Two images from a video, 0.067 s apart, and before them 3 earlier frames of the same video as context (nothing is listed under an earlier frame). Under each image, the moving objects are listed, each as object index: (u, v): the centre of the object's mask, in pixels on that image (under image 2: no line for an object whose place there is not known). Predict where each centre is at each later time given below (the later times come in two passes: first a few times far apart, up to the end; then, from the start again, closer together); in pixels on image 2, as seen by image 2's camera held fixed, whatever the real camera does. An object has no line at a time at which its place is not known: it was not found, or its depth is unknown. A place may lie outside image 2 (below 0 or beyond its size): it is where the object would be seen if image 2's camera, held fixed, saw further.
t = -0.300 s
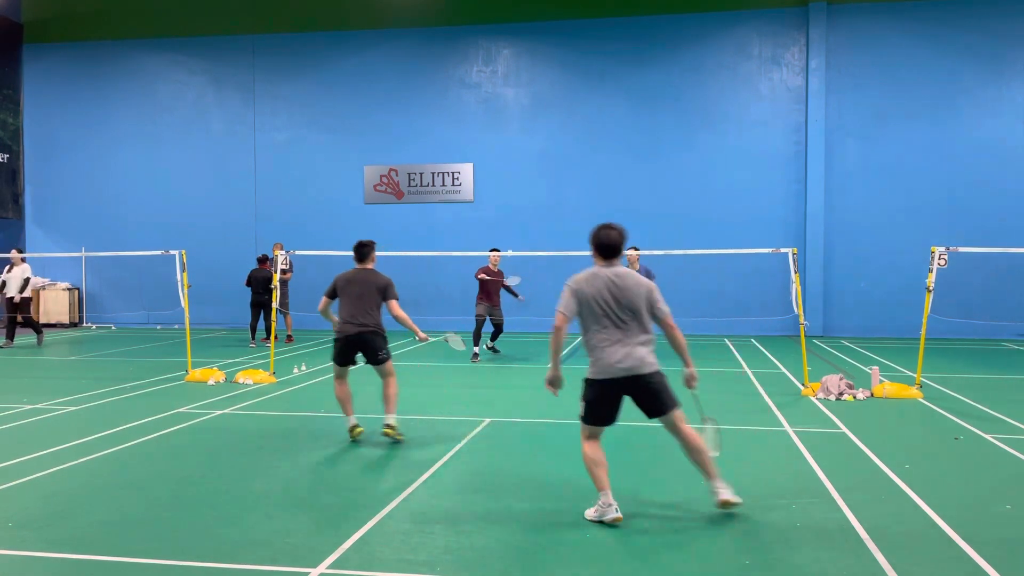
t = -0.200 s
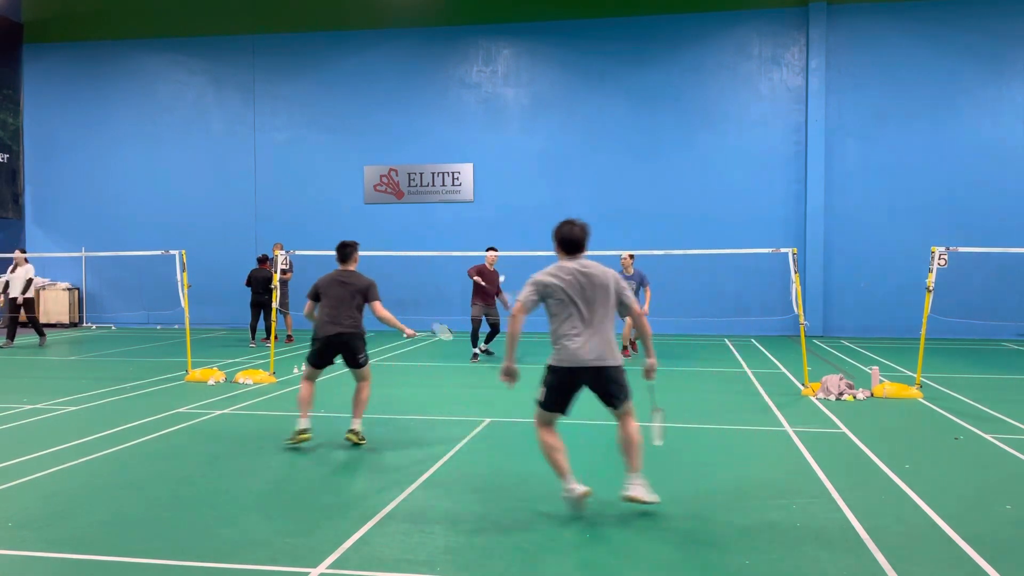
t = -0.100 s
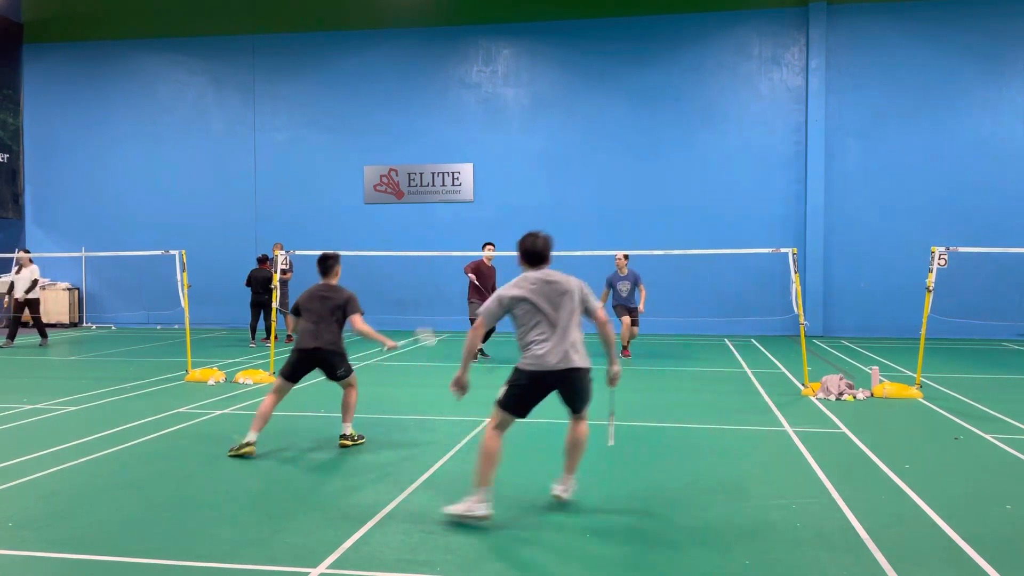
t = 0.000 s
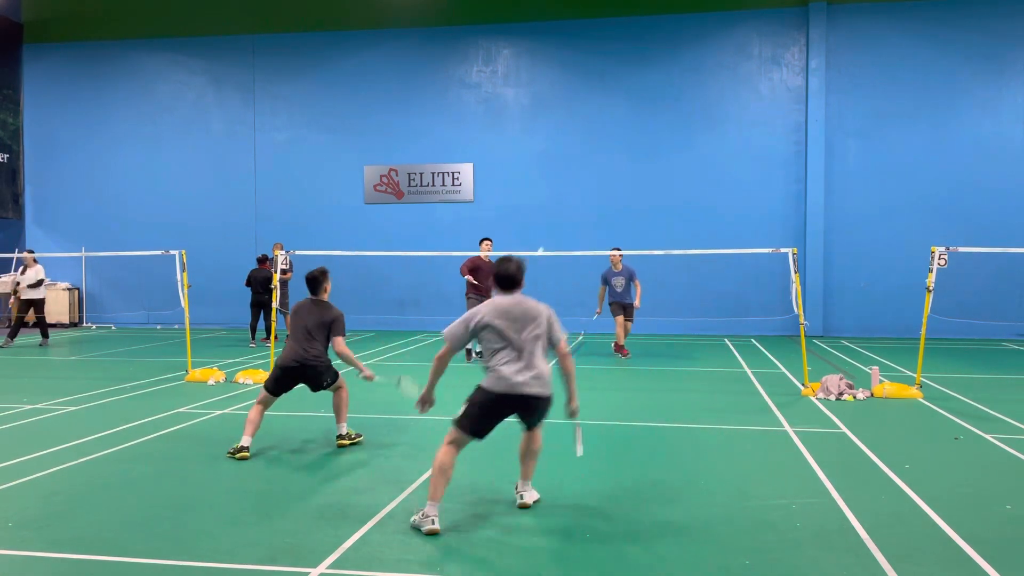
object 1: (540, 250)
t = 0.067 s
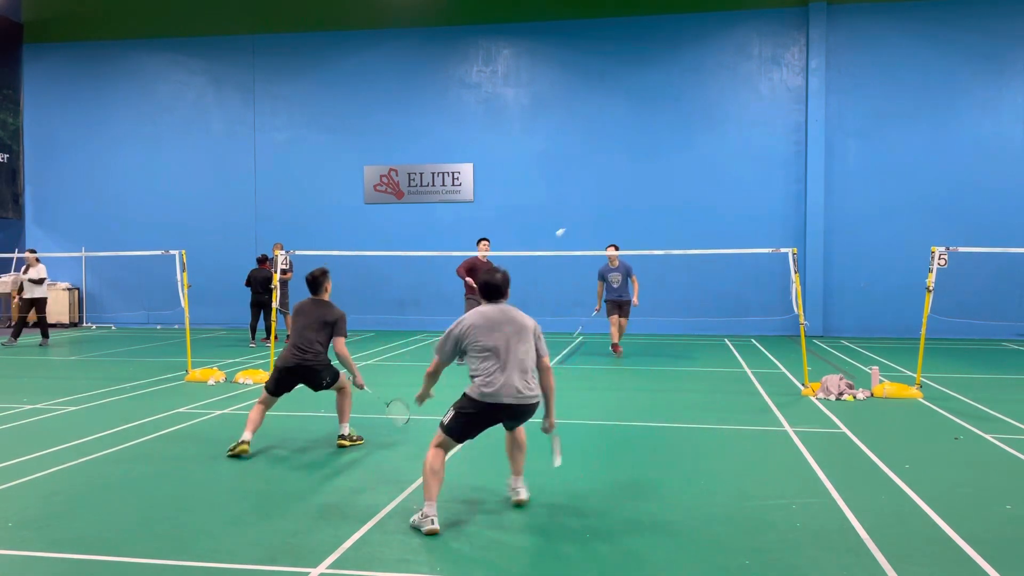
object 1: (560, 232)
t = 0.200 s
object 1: (603, 204)
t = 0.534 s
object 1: (698, 201)
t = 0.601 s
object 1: (716, 213)
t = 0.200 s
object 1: (603, 204)
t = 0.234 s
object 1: (613, 198)
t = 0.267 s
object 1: (622, 194)
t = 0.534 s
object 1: (698, 201)
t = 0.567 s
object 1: (707, 207)
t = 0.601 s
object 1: (716, 213)
